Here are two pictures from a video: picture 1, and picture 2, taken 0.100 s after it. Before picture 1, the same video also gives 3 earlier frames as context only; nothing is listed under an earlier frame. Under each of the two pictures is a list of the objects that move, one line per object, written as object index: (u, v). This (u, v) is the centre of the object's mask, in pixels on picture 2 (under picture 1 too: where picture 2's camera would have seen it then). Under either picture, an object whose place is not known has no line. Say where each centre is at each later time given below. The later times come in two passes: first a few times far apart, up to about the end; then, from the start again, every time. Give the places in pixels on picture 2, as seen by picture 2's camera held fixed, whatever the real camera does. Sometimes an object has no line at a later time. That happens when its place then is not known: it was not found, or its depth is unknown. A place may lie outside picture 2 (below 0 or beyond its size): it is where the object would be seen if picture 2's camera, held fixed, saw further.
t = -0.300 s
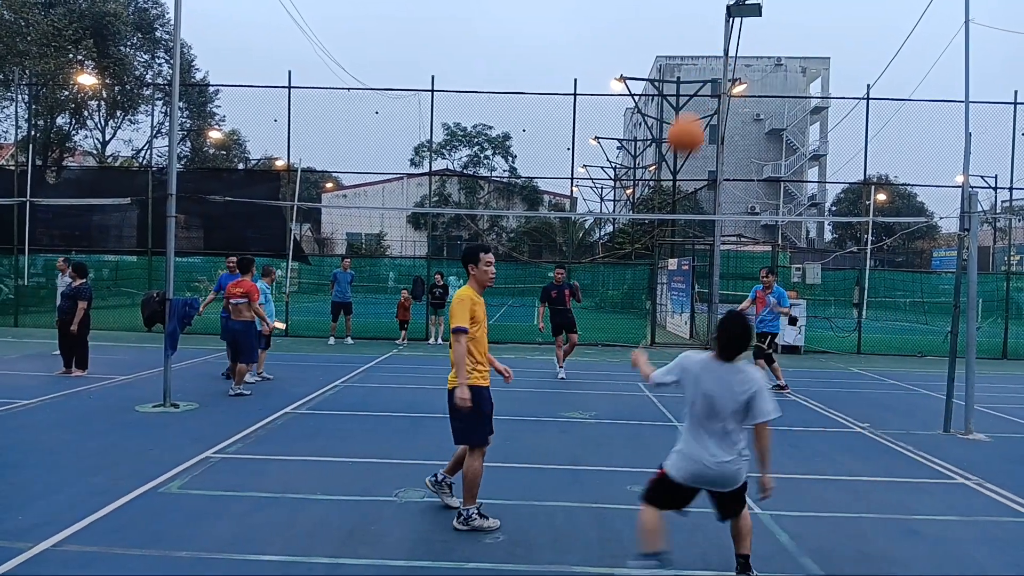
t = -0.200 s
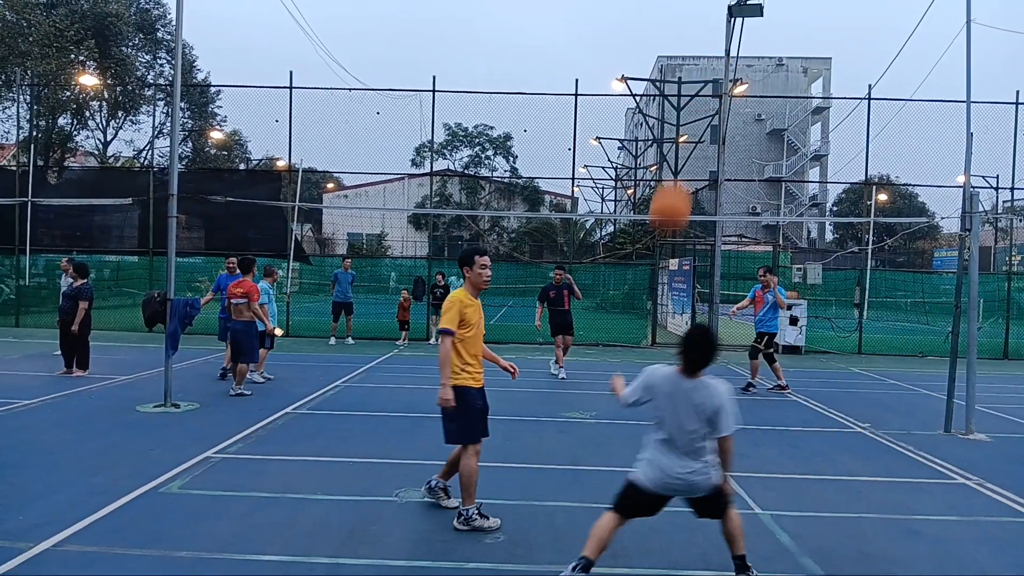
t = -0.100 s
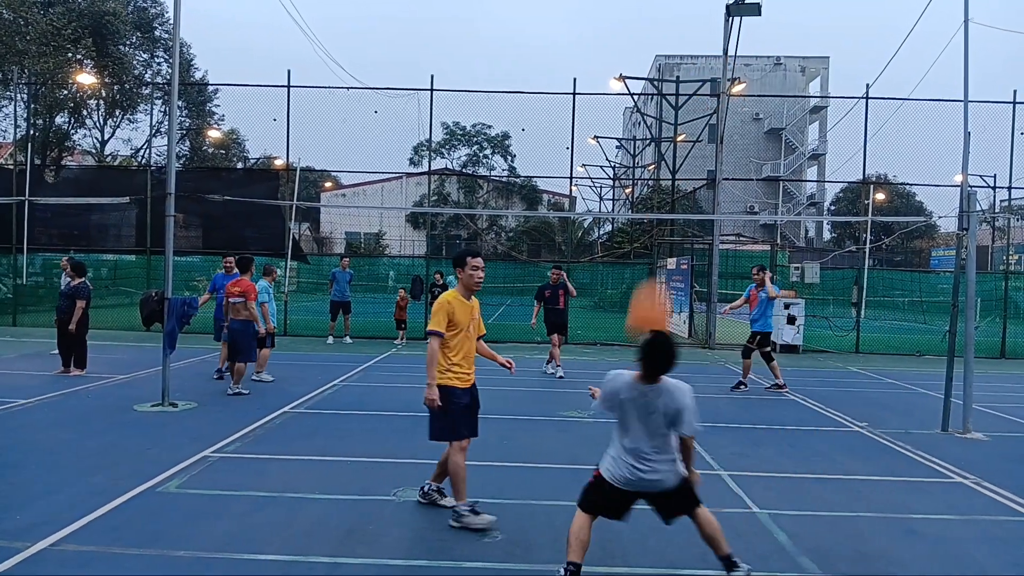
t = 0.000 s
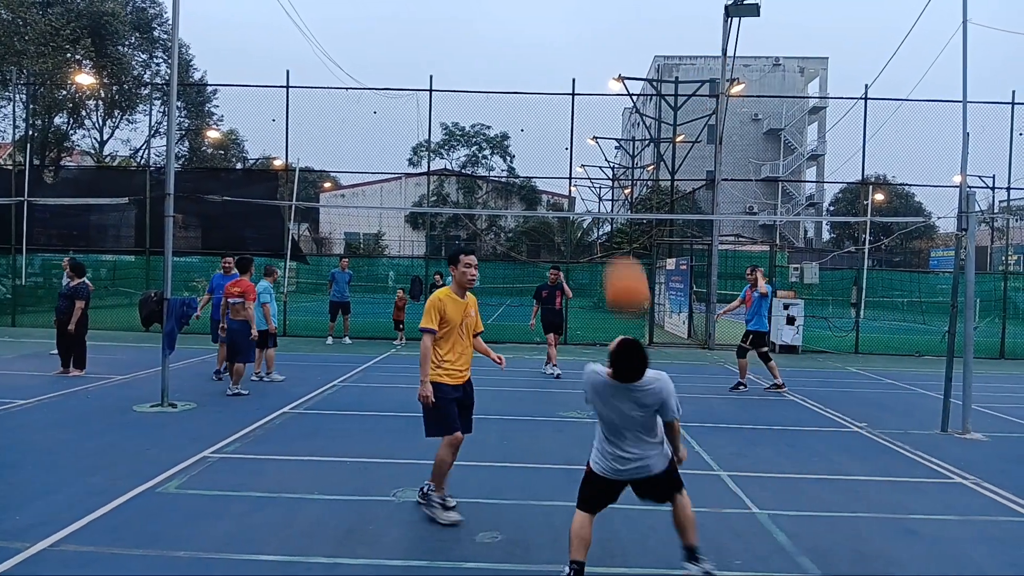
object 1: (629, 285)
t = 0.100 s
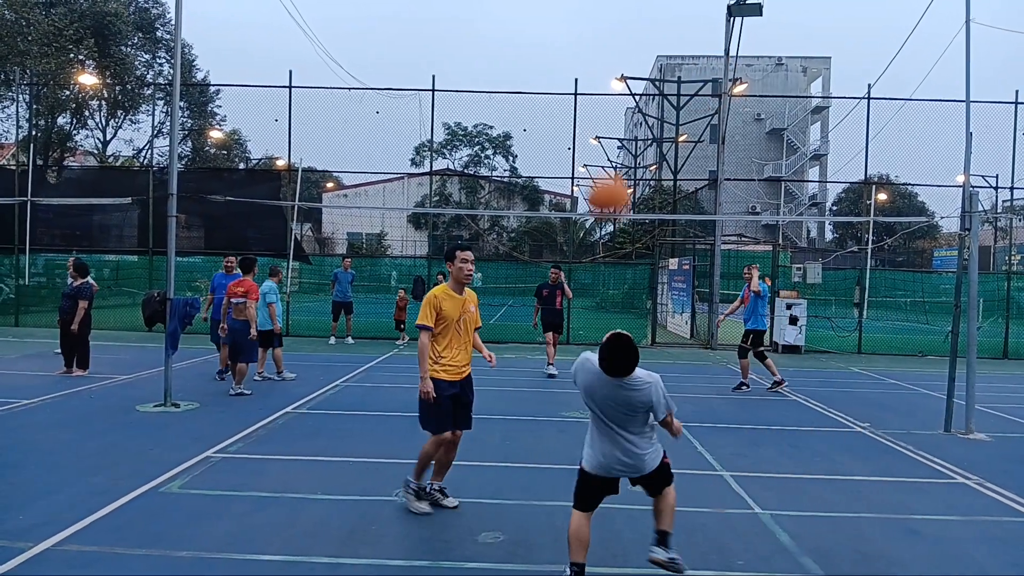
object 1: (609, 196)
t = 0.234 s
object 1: (583, 107)
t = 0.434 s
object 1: (546, 43)
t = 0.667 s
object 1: (508, 56)
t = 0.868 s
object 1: (476, 130)
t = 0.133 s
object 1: (602, 171)
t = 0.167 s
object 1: (595, 146)
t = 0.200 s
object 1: (589, 126)
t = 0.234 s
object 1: (583, 107)
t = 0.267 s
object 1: (576, 90)
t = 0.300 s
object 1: (569, 76)
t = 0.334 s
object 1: (564, 65)
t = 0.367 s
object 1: (558, 56)
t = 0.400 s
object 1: (552, 49)
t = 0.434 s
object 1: (546, 43)
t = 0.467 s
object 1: (541, 40)
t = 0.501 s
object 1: (535, 38)
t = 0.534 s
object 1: (529, 38)
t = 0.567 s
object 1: (524, 40)
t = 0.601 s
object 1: (519, 43)
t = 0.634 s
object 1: (514, 49)
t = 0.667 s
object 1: (508, 56)
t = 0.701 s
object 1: (503, 64)
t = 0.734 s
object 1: (498, 74)
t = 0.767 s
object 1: (492, 85)
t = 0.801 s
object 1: (487, 98)
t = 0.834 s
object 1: (482, 114)
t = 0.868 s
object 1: (476, 130)
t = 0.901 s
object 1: (472, 144)
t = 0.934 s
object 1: (467, 163)
